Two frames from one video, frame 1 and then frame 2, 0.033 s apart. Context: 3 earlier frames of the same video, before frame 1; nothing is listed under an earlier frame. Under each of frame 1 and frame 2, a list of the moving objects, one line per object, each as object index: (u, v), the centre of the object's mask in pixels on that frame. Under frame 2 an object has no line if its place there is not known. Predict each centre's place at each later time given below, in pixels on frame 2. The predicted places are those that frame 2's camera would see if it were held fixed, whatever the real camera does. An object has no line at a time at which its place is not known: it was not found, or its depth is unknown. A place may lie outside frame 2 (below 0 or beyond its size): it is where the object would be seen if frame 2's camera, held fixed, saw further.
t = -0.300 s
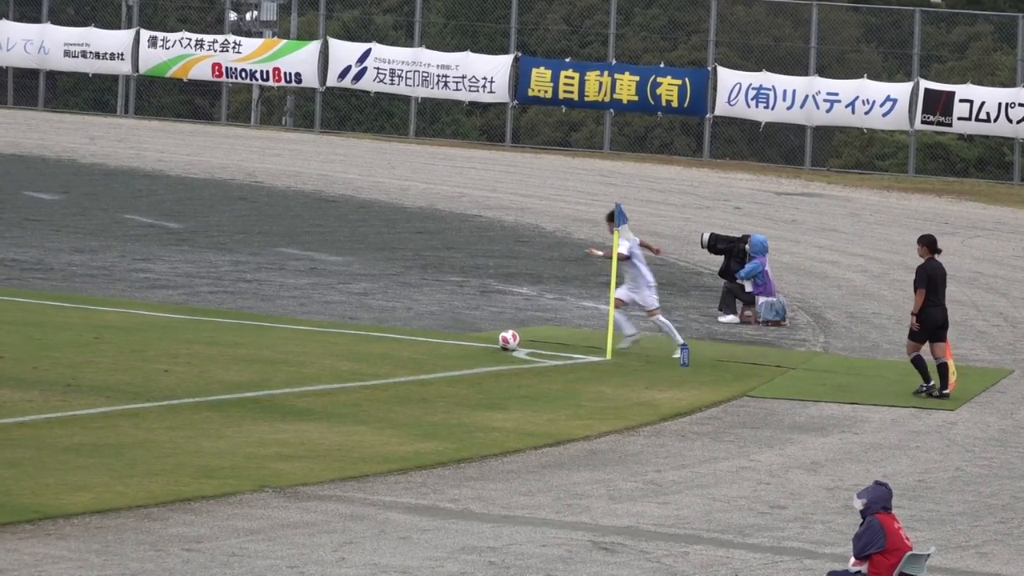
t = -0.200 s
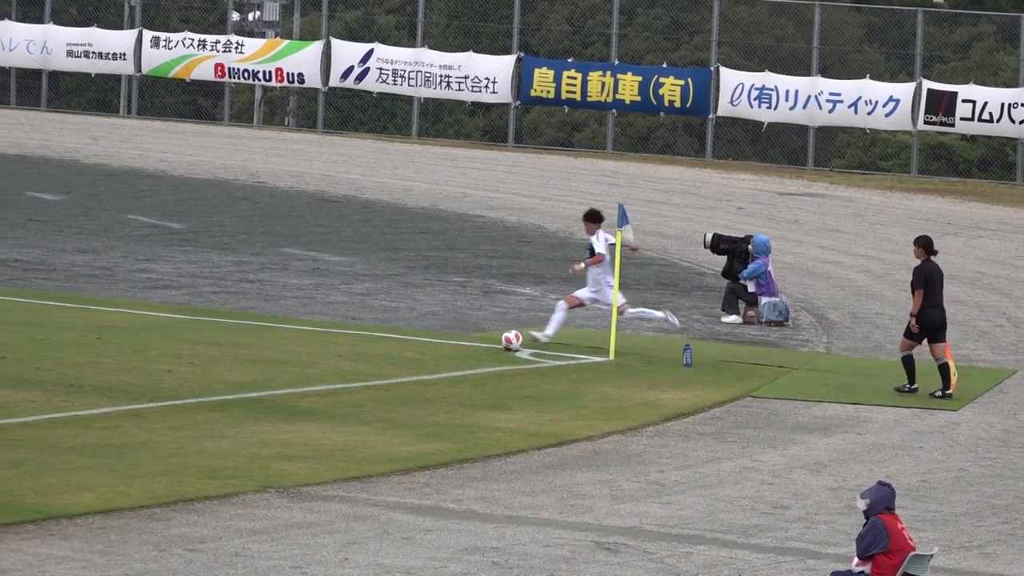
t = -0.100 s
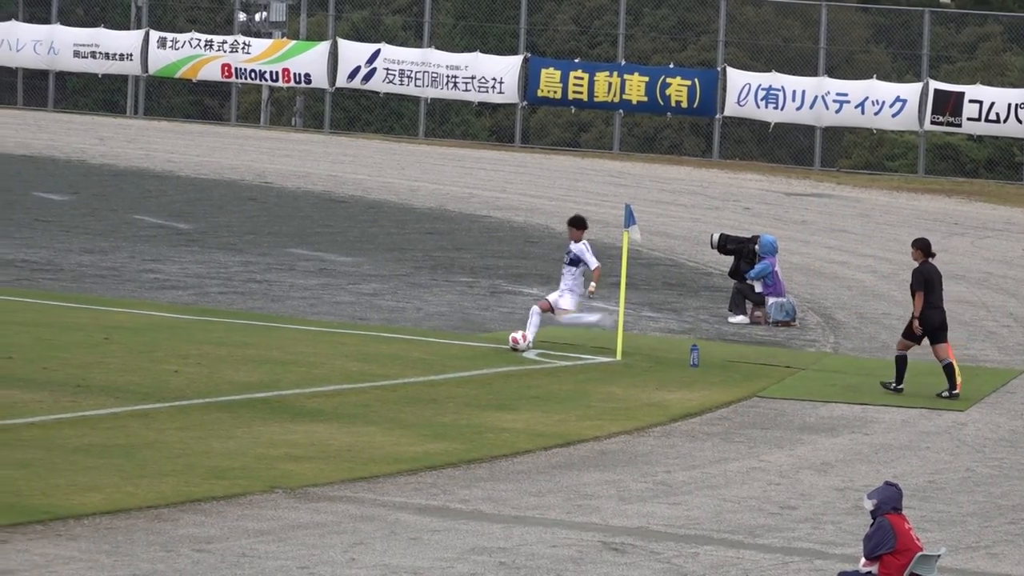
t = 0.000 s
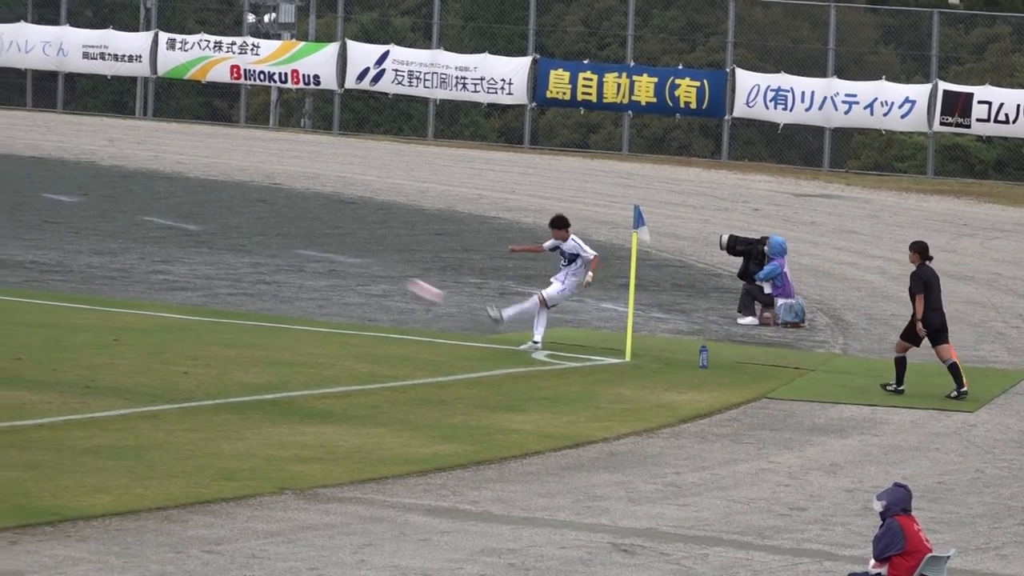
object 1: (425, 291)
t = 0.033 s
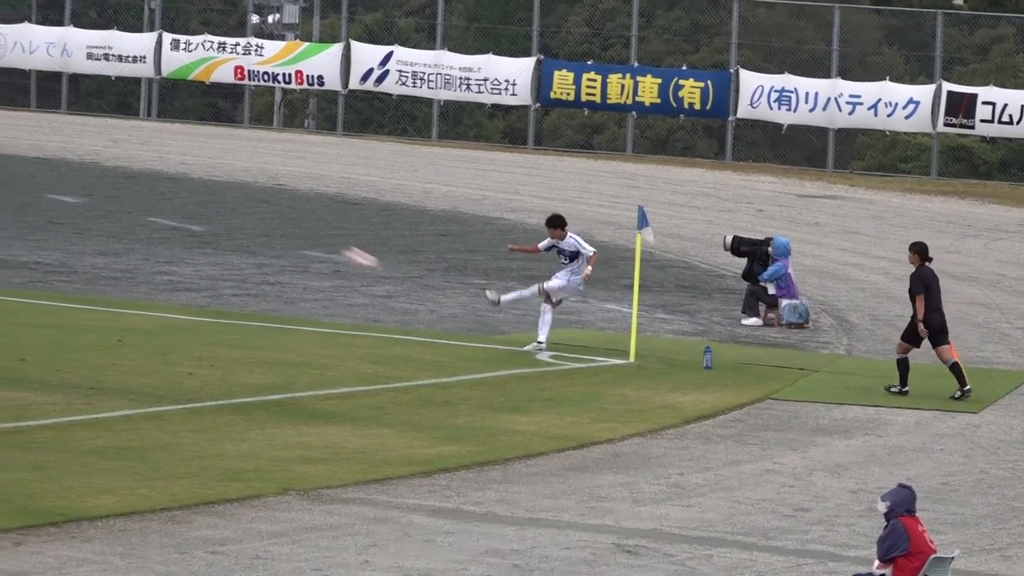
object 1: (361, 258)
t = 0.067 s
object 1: (294, 228)
